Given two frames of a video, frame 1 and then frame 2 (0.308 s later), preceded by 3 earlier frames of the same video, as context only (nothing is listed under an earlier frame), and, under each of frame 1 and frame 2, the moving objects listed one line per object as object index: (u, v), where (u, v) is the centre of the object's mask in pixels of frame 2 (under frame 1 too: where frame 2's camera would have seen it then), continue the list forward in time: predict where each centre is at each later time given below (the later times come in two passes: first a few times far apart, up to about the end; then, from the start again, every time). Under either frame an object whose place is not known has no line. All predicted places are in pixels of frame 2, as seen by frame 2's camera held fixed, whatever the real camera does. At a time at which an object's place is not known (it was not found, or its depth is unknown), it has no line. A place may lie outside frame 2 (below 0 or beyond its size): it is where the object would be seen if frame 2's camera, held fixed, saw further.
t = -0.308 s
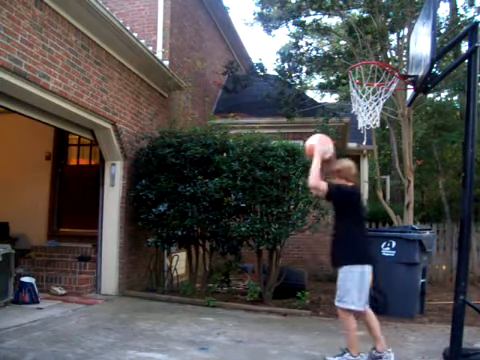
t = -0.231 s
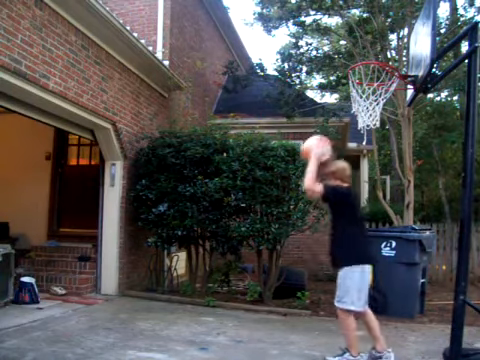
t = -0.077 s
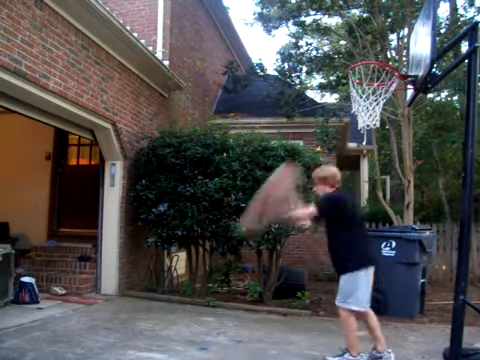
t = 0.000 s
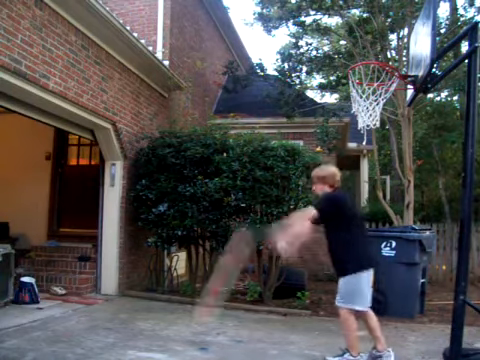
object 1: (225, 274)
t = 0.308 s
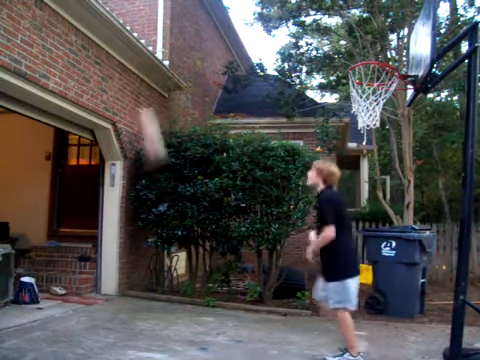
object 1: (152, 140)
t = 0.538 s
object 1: (118, 42)
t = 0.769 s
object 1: (87, 8)
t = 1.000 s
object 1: (78, 18)
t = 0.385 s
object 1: (139, 95)
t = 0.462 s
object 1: (127, 65)
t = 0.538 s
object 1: (118, 42)
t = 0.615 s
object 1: (107, 23)
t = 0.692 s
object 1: (97, 13)
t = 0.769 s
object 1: (87, 8)
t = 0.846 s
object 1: (76, 10)
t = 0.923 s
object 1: (73, 14)
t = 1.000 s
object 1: (78, 18)
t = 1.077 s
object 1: (85, 29)
